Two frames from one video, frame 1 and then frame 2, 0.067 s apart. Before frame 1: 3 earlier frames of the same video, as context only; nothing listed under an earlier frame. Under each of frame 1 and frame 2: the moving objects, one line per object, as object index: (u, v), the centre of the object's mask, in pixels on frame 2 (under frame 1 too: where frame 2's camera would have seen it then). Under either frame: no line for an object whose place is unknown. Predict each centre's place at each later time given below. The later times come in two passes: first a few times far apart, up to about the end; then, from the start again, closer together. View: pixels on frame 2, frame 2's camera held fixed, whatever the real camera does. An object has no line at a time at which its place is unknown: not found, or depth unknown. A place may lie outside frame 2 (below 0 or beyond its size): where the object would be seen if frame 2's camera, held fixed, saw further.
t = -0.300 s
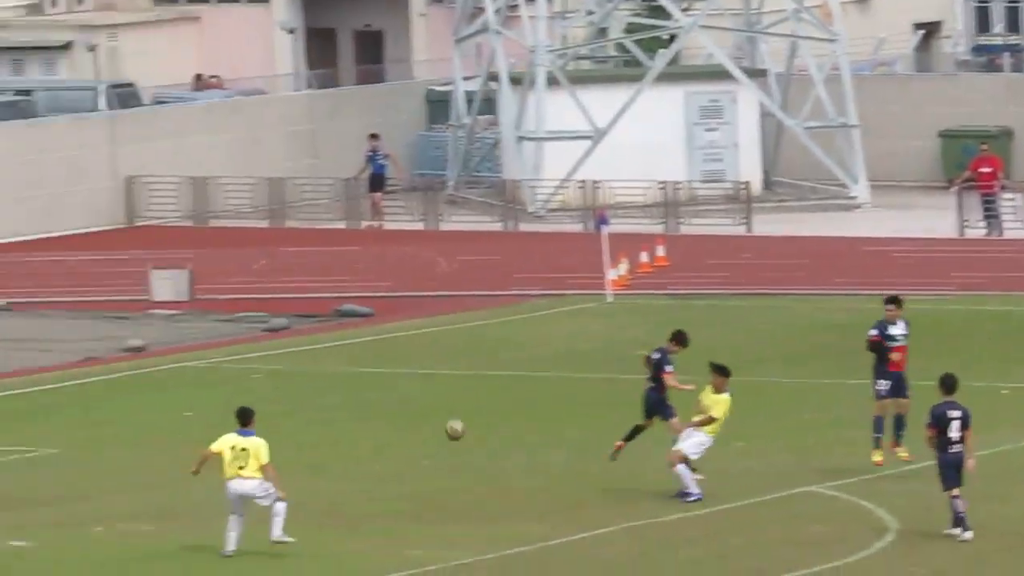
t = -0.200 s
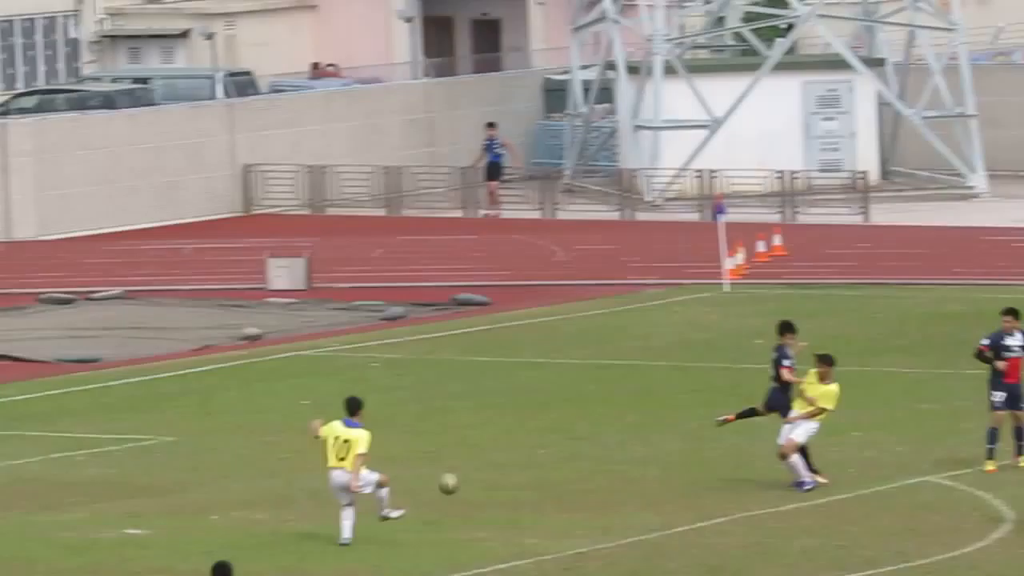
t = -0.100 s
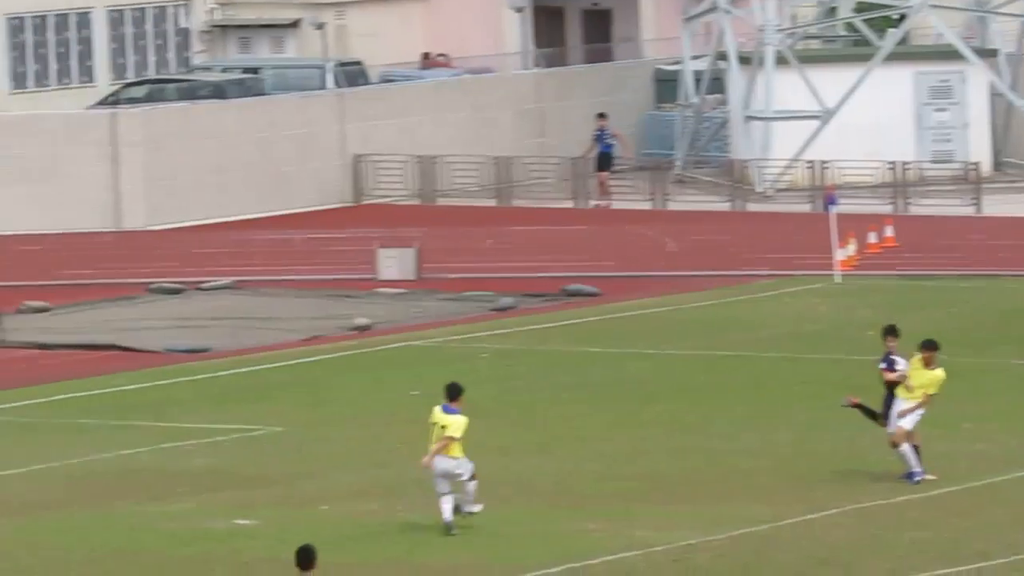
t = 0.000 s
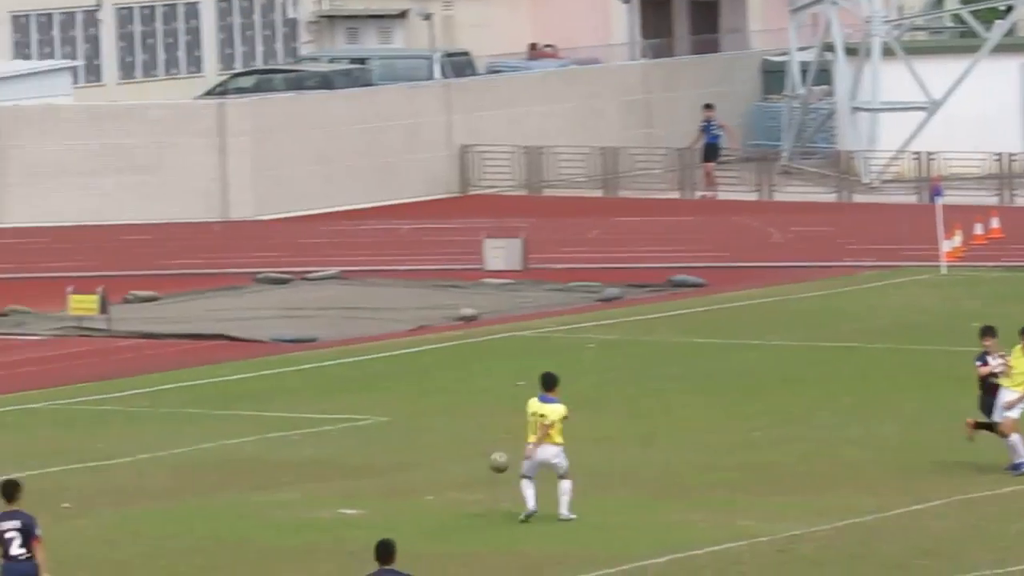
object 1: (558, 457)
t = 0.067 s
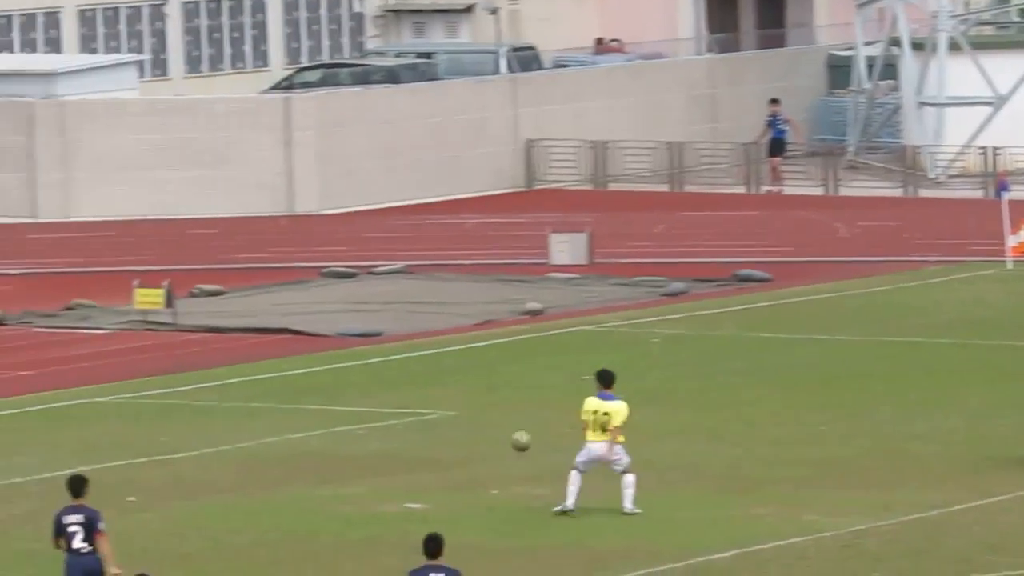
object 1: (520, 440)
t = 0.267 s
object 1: (403, 420)
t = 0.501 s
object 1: (264, 454)
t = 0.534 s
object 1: (245, 463)
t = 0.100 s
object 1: (502, 434)
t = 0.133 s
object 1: (483, 429)
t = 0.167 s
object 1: (463, 424)
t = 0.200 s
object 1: (444, 422)
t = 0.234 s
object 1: (423, 421)
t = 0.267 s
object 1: (403, 420)
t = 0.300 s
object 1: (382, 421)
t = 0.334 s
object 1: (362, 423)
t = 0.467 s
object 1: (284, 445)
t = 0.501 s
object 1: (264, 454)
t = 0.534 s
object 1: (245, 463)
